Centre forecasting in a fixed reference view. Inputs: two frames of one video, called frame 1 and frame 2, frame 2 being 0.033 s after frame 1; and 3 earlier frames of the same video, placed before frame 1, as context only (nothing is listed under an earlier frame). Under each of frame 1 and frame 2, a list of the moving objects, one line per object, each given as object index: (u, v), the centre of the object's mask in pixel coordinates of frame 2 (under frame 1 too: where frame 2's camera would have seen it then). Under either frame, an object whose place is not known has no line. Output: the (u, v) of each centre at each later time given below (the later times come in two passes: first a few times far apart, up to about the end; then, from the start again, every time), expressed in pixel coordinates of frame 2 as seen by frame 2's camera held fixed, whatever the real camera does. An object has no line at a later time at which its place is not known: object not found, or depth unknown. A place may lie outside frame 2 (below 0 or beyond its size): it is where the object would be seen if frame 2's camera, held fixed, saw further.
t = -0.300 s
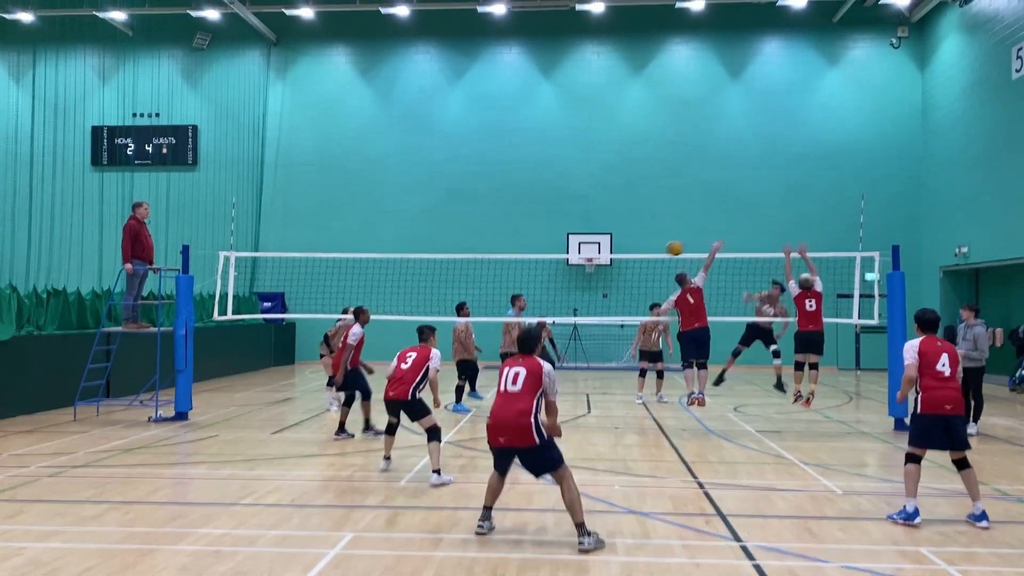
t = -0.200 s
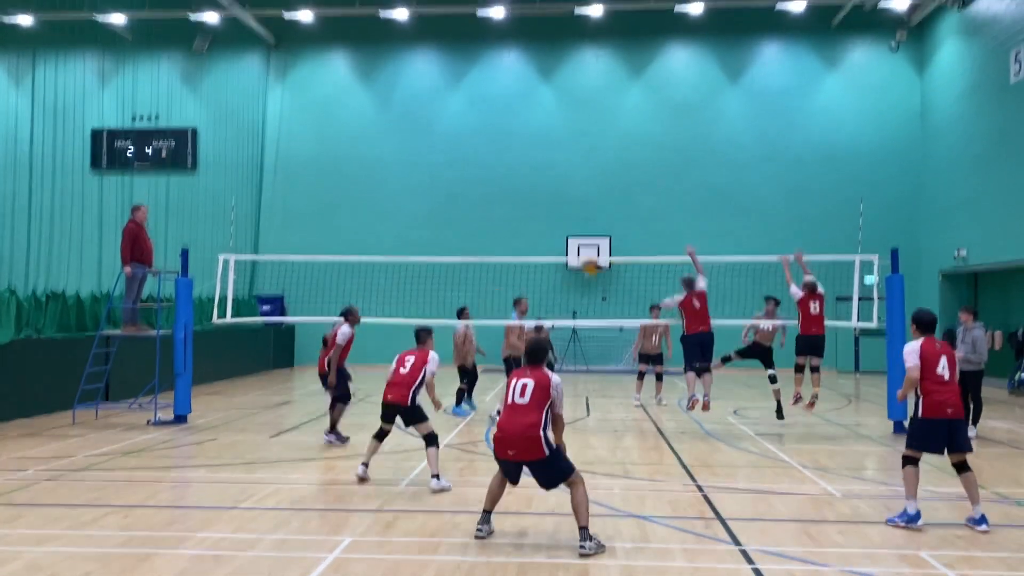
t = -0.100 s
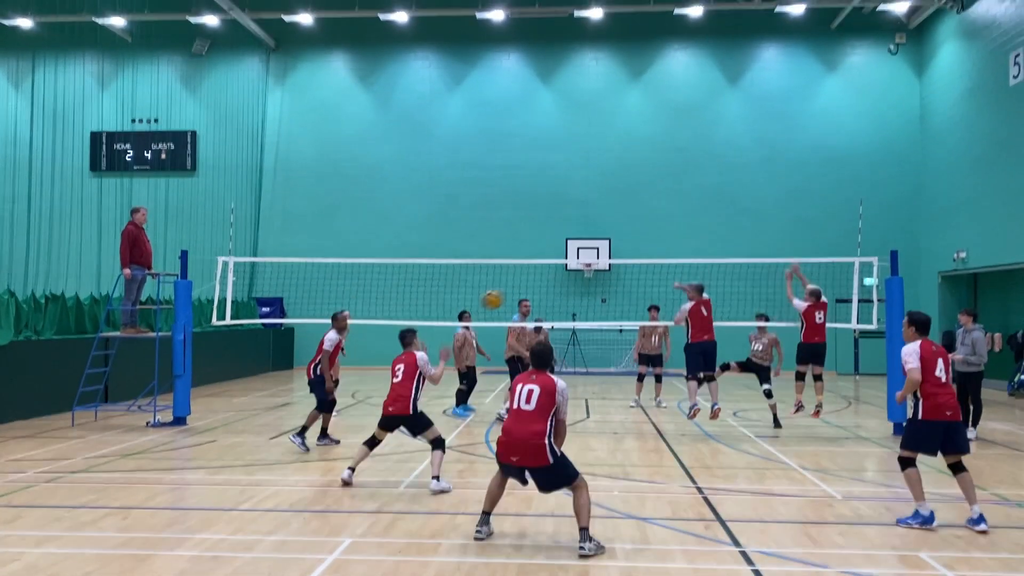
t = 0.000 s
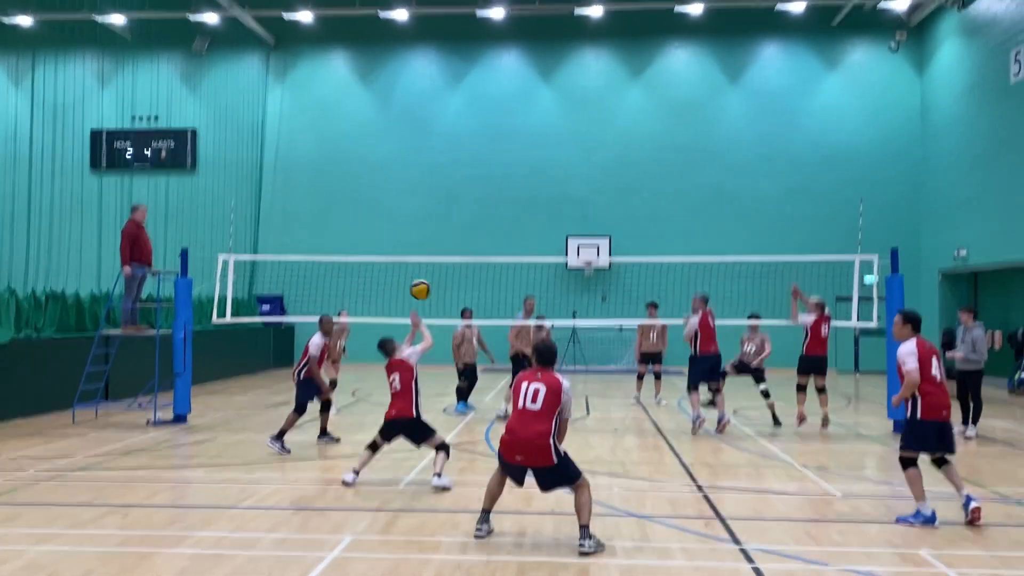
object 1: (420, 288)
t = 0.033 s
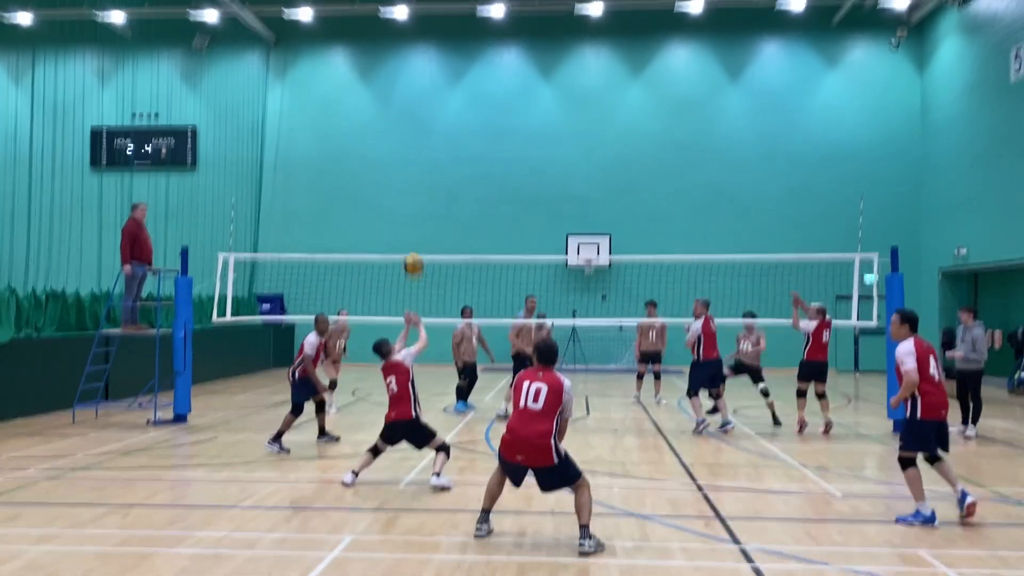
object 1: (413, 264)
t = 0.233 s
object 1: (371, 154)
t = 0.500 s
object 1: (318, 70)
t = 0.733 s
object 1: (273, 51)
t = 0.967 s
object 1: (229, 84)
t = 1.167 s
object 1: (193, 148)
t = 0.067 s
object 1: (407, 244)
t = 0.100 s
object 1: (400, 224)
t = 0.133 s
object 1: (393, 204)
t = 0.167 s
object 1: (386, 186)
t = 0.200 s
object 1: (379, 170)
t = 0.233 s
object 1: (371, 154)
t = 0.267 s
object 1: (365, 140)
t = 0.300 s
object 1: (358, 127)
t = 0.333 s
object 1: (352, 114)
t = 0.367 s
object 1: (345, 103)
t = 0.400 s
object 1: (338, 93)
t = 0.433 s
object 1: (331, 84)
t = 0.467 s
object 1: (325, 77)
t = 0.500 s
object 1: (318, 70)
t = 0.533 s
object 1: (311, 64)
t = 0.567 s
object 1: (305, 59)
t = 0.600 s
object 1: (298, 56)
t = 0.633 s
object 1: (292, 53)
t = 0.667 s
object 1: (286, 51)
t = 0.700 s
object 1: (280, 51)
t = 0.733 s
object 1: (273, 51)
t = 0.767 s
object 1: (267, 53)
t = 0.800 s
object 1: (260, 55)
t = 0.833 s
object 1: (254, 59)
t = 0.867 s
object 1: (247, 63)
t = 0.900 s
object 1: (242, 69)
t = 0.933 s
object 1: (235, 76)
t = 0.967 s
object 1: (229, 84)
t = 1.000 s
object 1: (223, 92)
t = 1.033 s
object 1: (217, 101)
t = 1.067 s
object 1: (211, 112)
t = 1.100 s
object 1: (205, 123)
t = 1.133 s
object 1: (198, 135)
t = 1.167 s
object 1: (193, 148)
